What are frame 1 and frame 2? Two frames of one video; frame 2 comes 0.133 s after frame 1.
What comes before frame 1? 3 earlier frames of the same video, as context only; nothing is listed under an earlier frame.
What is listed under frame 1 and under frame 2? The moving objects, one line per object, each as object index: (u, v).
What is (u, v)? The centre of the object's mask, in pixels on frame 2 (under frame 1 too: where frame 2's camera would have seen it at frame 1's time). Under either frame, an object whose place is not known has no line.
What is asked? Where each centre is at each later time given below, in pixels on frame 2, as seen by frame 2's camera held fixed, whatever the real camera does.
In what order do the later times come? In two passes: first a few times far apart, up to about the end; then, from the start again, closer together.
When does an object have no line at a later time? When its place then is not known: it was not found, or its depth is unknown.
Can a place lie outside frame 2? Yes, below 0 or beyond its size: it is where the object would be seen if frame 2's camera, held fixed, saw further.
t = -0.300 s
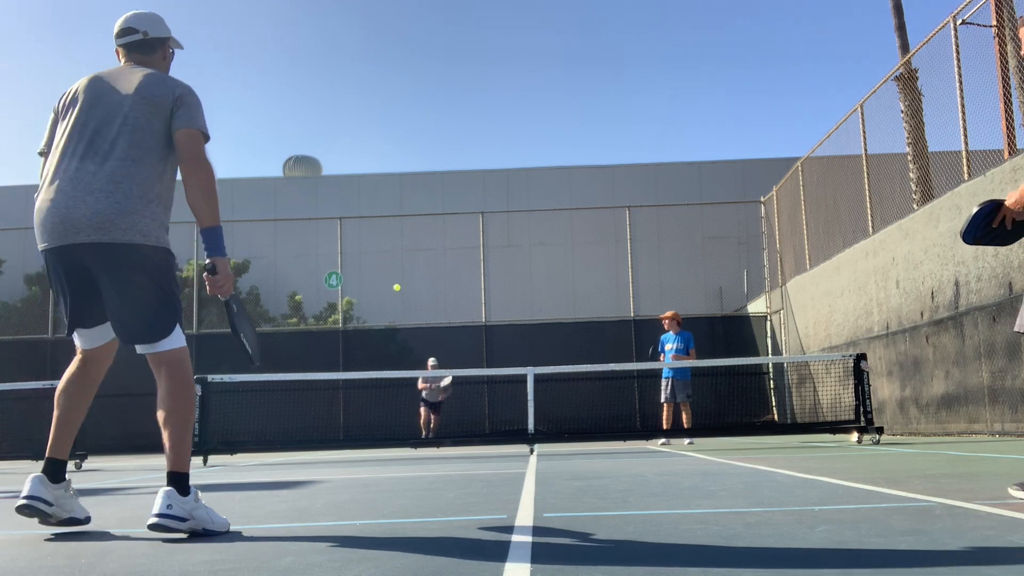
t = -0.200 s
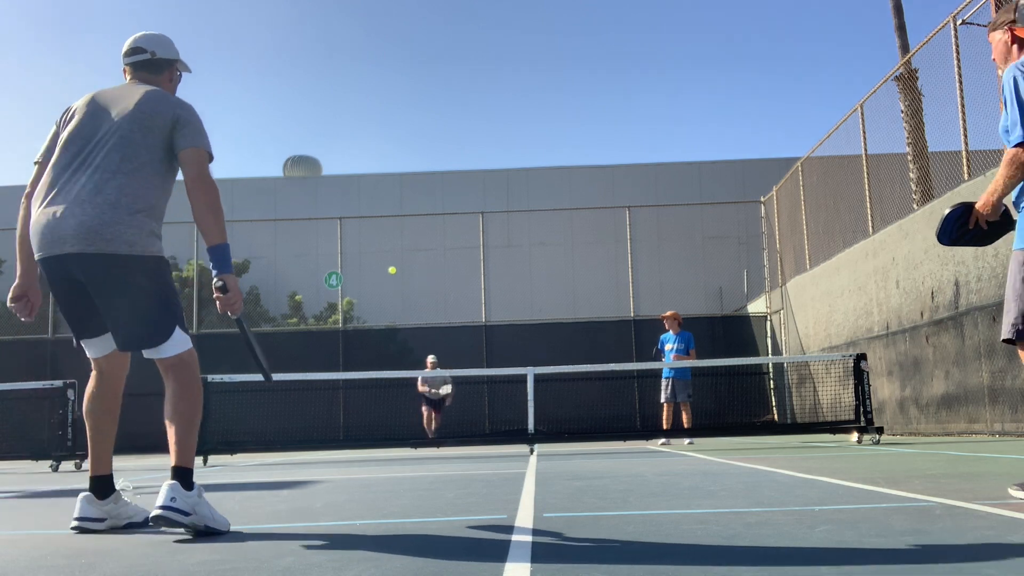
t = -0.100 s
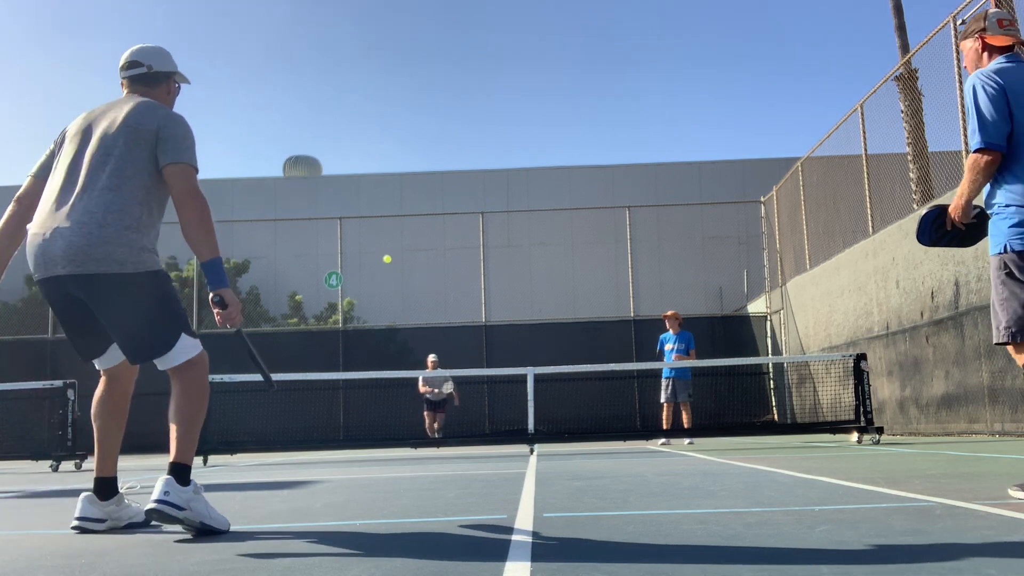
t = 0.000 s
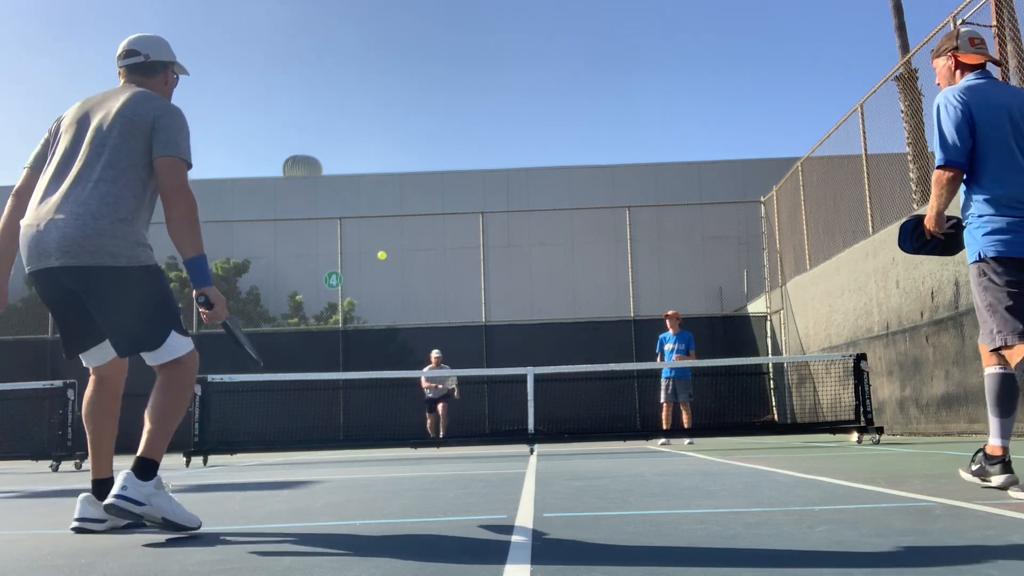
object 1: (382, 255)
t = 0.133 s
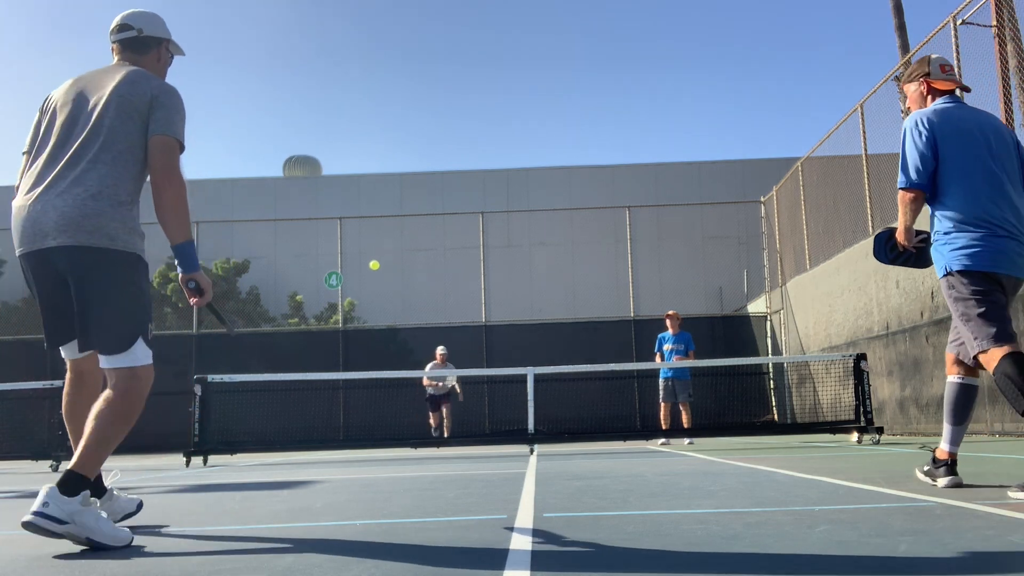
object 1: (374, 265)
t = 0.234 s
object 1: (368, 287)
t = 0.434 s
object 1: (355, 393)
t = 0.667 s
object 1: (328, 388)
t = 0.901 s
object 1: (282, 302)
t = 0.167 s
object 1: (372, 271)
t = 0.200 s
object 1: (370, 278)
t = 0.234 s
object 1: (368, 287)
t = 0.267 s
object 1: (366, 298)
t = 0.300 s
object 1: (364, 311)
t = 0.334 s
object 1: (362, 327)
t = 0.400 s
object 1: (357, 367)
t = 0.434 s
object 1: (355, 393)
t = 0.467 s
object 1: (352, 422)
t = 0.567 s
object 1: (341, 452)
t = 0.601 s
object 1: (337, 429)
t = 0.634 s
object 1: (333, 408)
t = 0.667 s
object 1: (328, 388)
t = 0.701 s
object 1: (323, 370)
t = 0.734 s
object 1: (317, 354)
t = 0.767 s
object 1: (311, 339)
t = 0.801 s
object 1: (305, 327)
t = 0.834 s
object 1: (298, 316)
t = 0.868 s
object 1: (290, 308)
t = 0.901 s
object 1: (282, 302)
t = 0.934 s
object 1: (273, 299)
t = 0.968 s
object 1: (263, 299)
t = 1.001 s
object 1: (252, 302)
